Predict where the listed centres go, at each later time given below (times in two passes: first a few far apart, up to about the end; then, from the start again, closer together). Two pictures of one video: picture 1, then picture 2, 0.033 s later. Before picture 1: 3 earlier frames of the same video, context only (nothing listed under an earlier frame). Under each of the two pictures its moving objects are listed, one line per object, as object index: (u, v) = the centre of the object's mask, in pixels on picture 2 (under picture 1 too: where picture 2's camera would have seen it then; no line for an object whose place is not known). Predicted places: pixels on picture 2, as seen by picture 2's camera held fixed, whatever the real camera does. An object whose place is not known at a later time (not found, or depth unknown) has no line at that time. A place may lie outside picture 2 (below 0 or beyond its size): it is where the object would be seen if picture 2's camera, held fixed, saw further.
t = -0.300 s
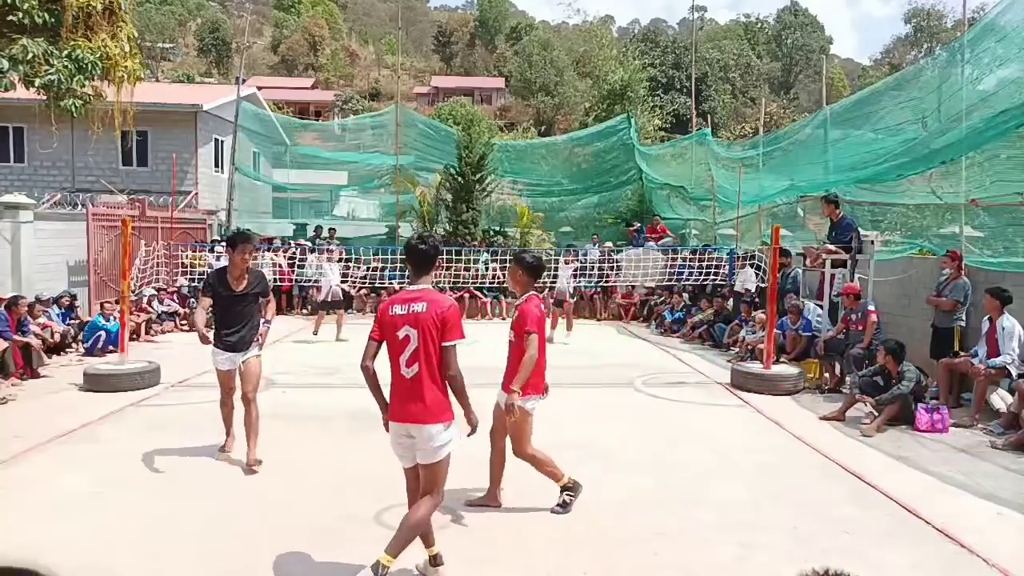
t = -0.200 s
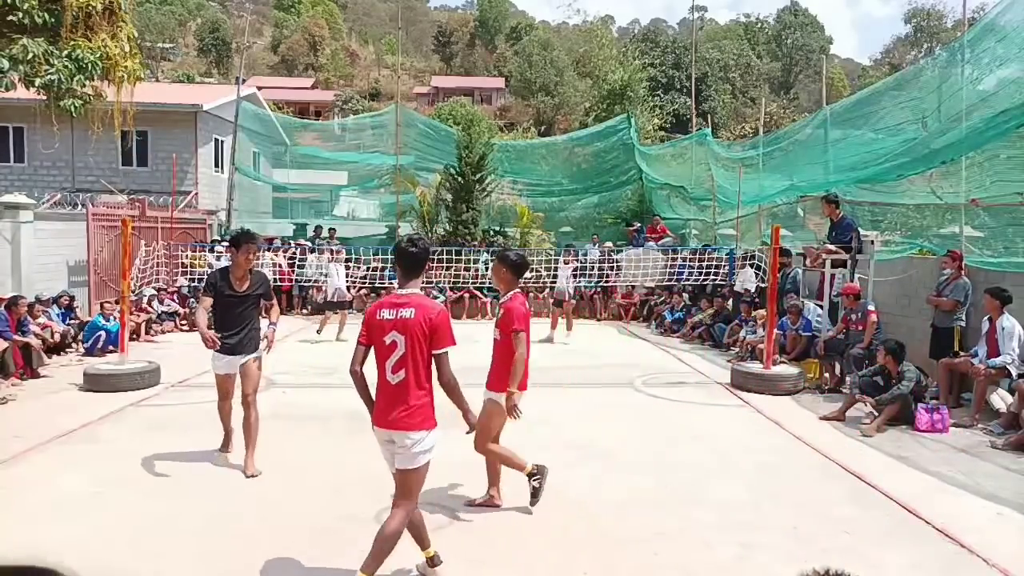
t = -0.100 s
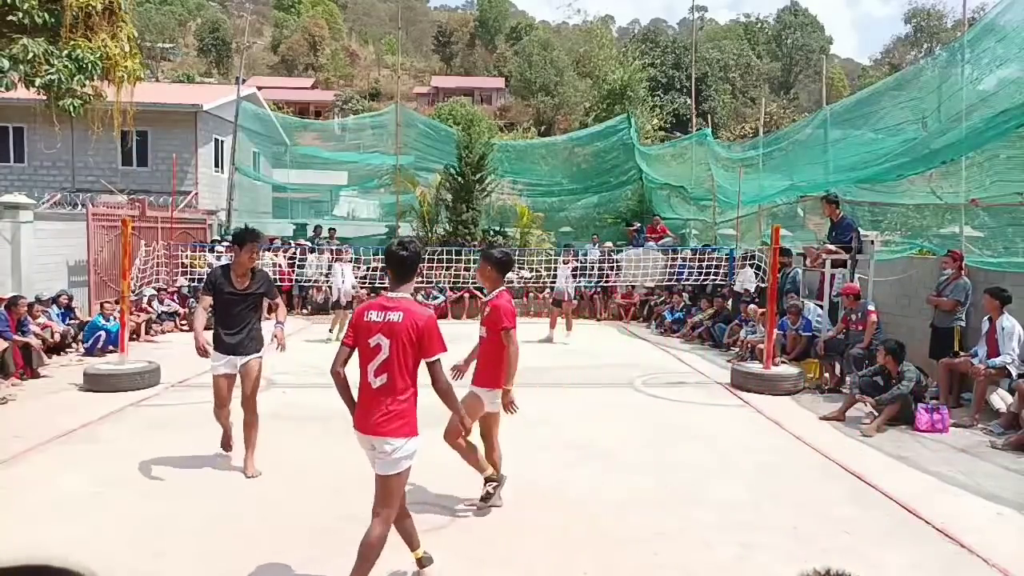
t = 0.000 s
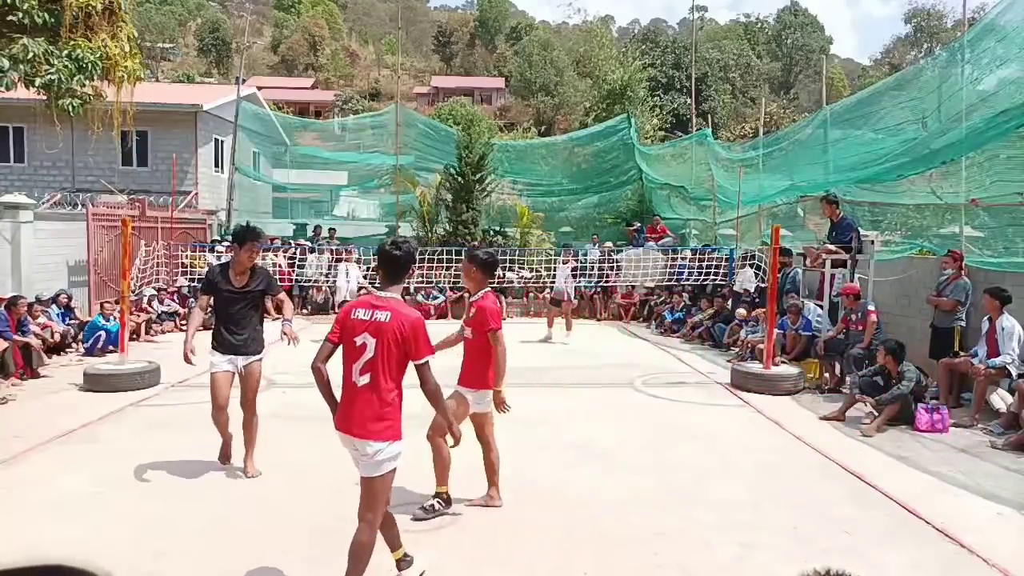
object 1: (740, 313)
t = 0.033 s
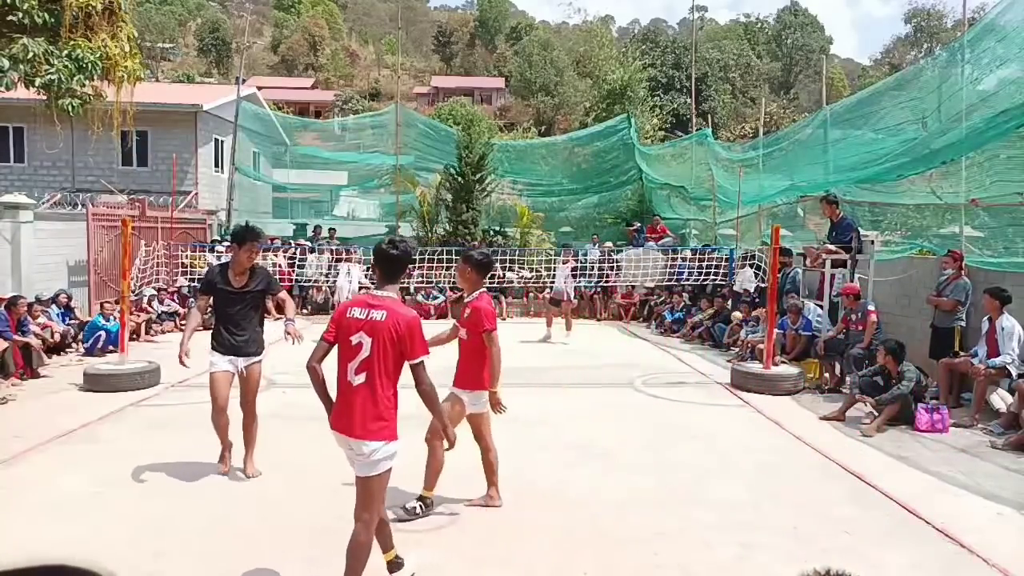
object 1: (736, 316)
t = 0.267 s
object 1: (701, 370)
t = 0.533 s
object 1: (681, 367)
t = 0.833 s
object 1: (660, 414)
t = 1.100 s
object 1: (636, 419)
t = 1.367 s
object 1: (607, 443)
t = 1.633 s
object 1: (573, 483)
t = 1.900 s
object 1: (527, 523)
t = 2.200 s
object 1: (463, 566)
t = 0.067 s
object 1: (732, 320)
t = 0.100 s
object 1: (727, 326)
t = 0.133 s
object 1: (722, 332)
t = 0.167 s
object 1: (717, 340)
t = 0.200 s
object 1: (713, 349)
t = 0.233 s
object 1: (707, 358)
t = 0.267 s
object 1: (701, 370)
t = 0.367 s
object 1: (690, 382)
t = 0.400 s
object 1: (688, 377)
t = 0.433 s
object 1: (687, 373)
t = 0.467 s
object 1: (685, 370)
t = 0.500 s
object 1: (683, 368)
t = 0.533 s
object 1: (681, 367)
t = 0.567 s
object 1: (679, 368)
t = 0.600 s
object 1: (678, 369)
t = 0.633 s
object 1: (675, 372)
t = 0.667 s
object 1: (672, 377)
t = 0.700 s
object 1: (670, 382)
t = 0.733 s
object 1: (668, 388)
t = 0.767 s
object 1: (665, 395)
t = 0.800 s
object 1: (662, 403)
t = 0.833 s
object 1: (660, 414)
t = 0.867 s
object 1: (656, 419)
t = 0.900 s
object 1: (654, 416)
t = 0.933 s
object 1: (651, 413)
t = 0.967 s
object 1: (648, 412)
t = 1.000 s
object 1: (646, 412)
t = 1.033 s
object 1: (642, 413)
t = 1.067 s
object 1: (639, 415)
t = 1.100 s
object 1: (636, 419)
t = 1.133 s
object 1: (632, 425)
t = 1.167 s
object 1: (629, 432)
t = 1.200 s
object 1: (625, 440)
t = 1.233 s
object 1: (621, 451)
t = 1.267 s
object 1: (618, 447)
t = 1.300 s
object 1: (614, 445)
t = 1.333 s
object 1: (611, 443)
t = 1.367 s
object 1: (607, 443)
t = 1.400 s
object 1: (604, 445)
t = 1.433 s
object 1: (600, 448)
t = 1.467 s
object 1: (595, 453)
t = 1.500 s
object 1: (591, 459)
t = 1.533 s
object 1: (587, 468)
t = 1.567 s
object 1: (582, 479)
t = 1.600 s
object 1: (578, 482)
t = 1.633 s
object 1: (573, 483)
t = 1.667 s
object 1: (568, 487)
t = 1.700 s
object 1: (562, 491)
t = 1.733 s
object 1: (557, 498)
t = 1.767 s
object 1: (551, 504)
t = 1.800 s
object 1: (546, 506)
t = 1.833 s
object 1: (539, 511)
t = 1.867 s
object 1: (533, 517)
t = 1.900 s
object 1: (527, 523)
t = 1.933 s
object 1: (521, 528)
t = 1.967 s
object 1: (514, 532)
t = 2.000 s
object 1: (507, 537)
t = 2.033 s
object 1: (500, 543)
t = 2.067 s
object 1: (493, 547)
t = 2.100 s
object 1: (485, 554)
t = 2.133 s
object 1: (478, 561)
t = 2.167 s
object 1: (470, 563)
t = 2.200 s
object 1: (463, 566)
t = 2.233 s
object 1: (454, 570)
